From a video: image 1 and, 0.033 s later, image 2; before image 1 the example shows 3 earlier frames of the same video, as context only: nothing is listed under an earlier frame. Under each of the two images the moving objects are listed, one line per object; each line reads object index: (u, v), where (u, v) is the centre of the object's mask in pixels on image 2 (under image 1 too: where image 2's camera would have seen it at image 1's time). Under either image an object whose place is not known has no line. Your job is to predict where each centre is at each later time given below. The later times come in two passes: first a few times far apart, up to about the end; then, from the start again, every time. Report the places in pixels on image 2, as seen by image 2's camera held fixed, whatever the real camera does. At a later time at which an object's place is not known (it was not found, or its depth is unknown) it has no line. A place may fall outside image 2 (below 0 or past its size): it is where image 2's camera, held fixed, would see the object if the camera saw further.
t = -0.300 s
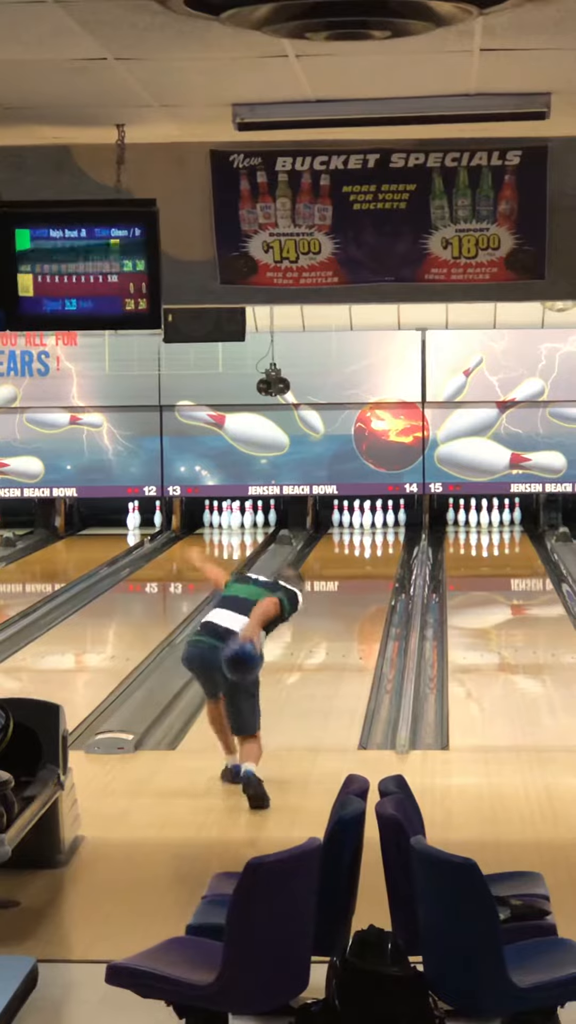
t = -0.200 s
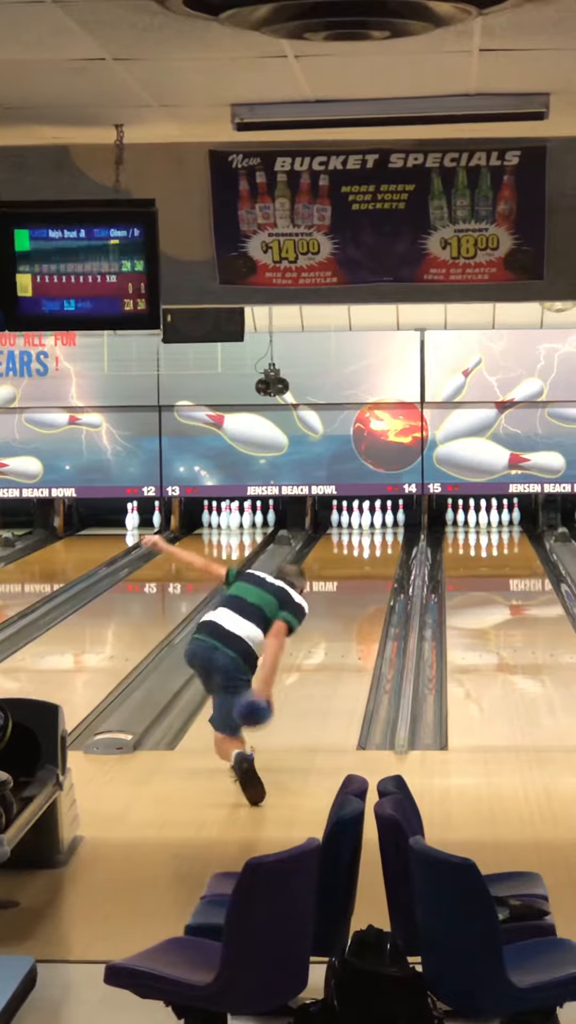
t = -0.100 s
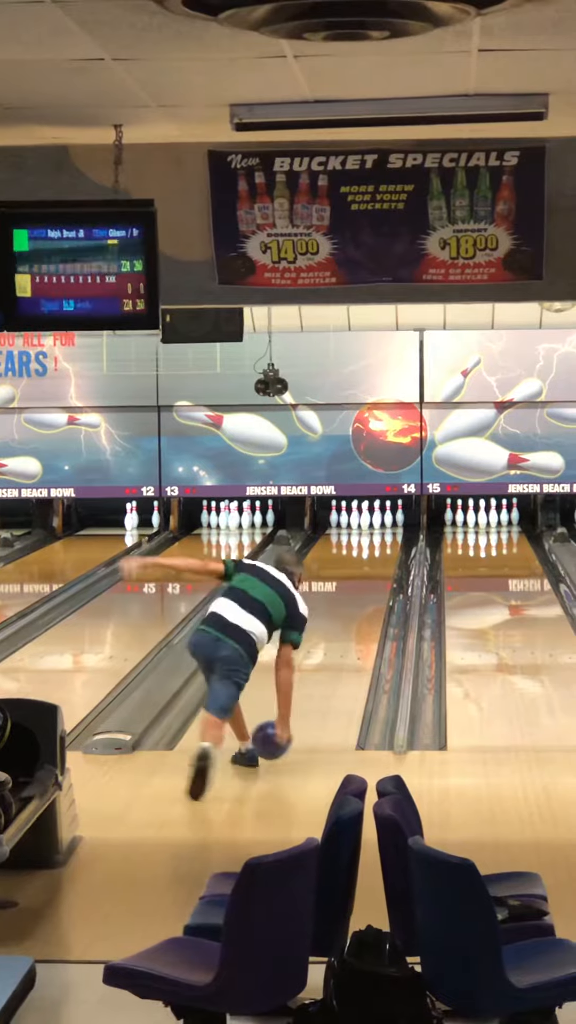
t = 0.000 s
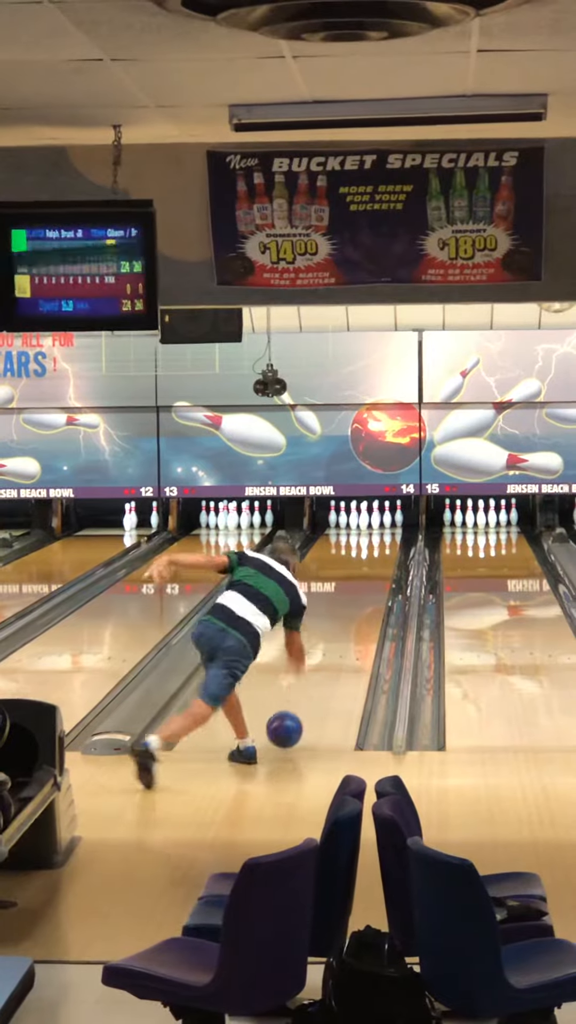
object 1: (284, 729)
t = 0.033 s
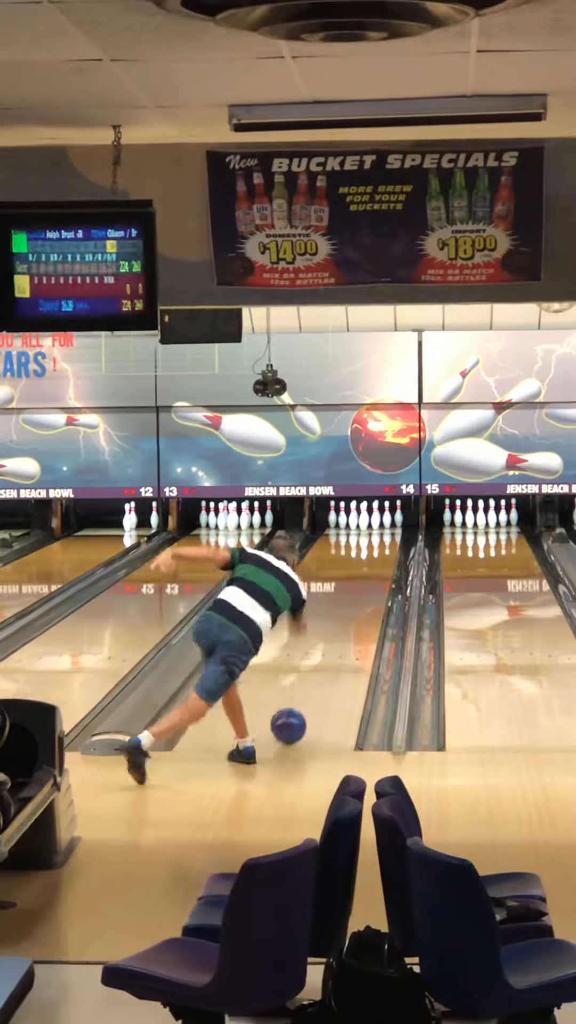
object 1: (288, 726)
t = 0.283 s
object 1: (315, 679)
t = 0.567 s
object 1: (337, 638)
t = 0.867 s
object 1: (359, 610)
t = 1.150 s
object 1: (366, 583)
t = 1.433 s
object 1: (374, 563)
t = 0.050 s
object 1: (290, 722)
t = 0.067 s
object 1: (292, 718)
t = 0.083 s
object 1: (294, 715)
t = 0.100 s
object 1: (296, 712)
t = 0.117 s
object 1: (298, 709)
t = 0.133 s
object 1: (300, 705)
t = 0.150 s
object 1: (302, 702)
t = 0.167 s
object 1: (303, 699)
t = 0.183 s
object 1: (305, 696)
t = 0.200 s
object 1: (307, 693)
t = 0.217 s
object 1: (308, 690)
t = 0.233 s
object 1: (310, 687)
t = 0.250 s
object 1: (312, 684)
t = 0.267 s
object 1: (313, 682)
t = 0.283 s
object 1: (315, 679)
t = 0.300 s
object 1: (316, 676)
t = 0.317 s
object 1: (318, 673)
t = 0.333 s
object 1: (319, 670)
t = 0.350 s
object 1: (321, 668)
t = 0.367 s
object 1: (322, 666)
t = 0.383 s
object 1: (323, 663)
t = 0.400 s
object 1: (325, 661)
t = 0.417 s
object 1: (326, 659)
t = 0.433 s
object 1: (327, 656)
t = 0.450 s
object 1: (329, 654)
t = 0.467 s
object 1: (330, 651)
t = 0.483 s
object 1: (331, 649)
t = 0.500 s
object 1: (332, 647)
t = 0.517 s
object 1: (333, 645)
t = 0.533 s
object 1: (334, 643)
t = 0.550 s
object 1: (336, 641)
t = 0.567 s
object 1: (337, 638)
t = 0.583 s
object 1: (338, 637)
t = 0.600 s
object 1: (339, 635)
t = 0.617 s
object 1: (340, 633)
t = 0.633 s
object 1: (341, 631)
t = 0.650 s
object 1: (342, 629)
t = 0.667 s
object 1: (343, 627)
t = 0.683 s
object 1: (344, 625)
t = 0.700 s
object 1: (345, 623)
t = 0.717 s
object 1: (346, 621)
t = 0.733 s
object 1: (347, 619)
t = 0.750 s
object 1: (348, 618)
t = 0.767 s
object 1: (348, 616)
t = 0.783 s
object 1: (349, 614)
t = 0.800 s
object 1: (350, 613)
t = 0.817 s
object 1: (351, 612)
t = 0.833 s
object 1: (352, 612)
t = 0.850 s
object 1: (356, 614)
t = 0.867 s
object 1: (359, 610)
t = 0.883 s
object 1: (359, 603)
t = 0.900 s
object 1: (358, 602)
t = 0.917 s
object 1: (356, 601)
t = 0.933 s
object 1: (357, 600)
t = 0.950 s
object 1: (358, 599)
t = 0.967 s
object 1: (358, 597)
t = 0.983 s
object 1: (359, 596)
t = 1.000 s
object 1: (359, 595)
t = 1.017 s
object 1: (360, 593)
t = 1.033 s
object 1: (361, 592)
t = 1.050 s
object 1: (362, 591)
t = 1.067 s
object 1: (363, 590)
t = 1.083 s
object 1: (363, 588)
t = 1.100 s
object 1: (364, 587)
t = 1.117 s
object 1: (364, 586)
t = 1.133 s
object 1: (365, 584)
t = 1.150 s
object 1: (366, 583)
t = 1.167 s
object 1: (366, 581)
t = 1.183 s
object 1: (367, 580)
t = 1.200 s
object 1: (367, 579)
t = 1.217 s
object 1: (368, 578)
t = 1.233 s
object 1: (368, 577)
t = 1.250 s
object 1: (369, 575)
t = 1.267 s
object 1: (369, 574)
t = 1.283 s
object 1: (370, 573)
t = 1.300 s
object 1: (370, 573)
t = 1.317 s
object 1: (371, 572)
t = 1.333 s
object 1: (371, 571)
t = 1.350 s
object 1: (372, 570)
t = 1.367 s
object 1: (372, 568)
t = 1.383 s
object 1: (373, 567)
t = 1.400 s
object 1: (373, 566)
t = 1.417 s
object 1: (374, 565)
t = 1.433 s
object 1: (374, 563)
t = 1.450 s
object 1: (375, 563)
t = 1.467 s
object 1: (375, 562)
